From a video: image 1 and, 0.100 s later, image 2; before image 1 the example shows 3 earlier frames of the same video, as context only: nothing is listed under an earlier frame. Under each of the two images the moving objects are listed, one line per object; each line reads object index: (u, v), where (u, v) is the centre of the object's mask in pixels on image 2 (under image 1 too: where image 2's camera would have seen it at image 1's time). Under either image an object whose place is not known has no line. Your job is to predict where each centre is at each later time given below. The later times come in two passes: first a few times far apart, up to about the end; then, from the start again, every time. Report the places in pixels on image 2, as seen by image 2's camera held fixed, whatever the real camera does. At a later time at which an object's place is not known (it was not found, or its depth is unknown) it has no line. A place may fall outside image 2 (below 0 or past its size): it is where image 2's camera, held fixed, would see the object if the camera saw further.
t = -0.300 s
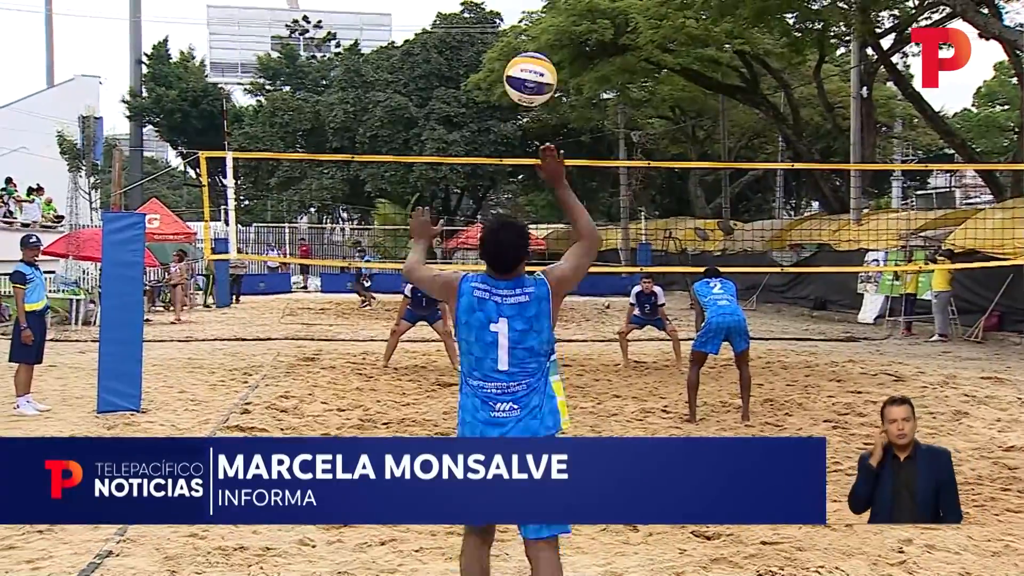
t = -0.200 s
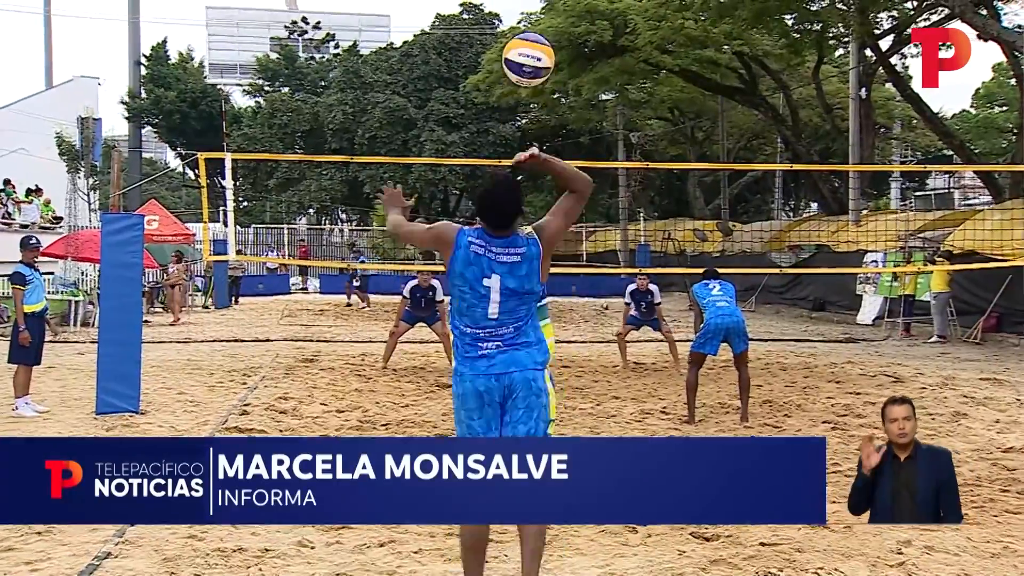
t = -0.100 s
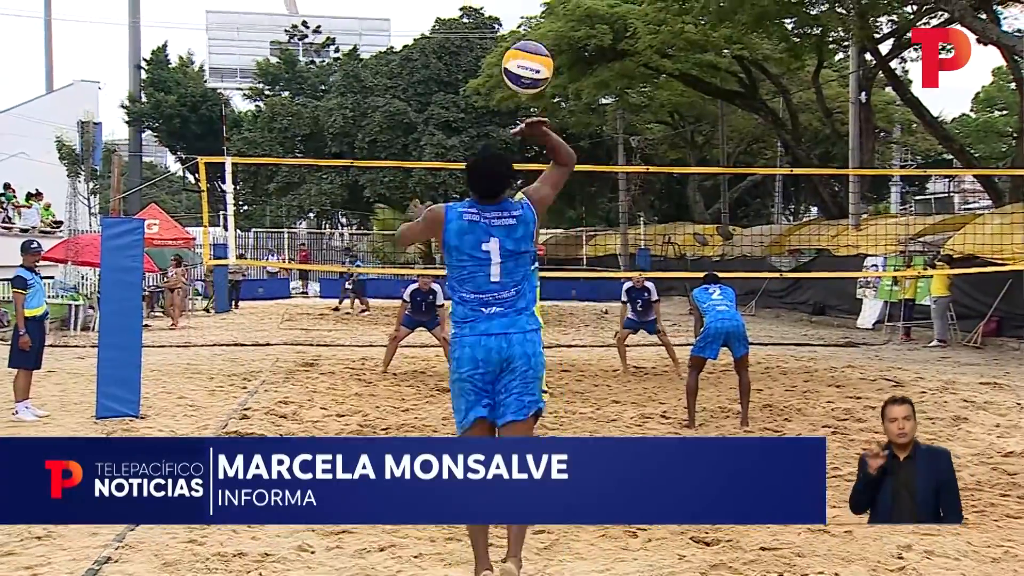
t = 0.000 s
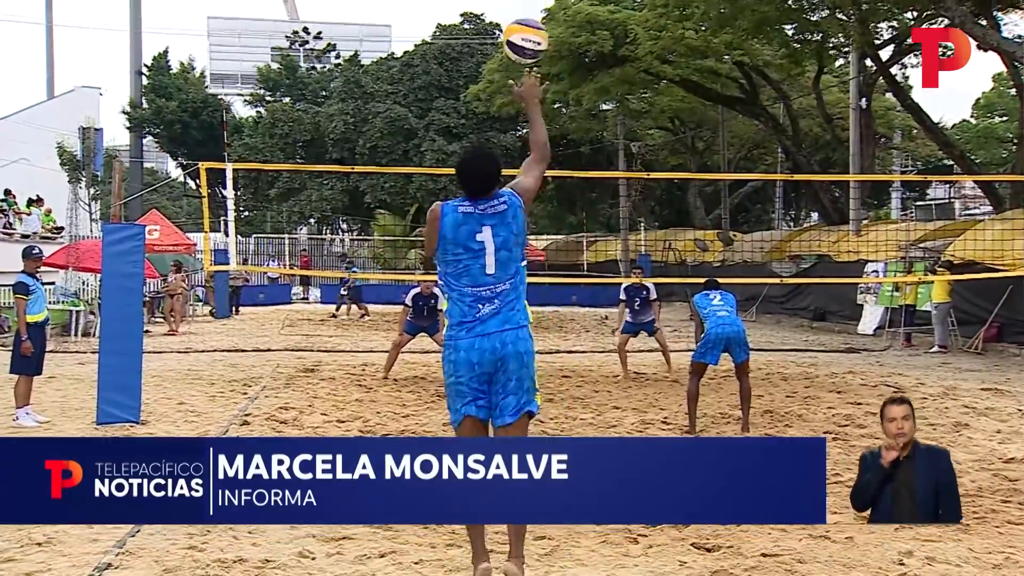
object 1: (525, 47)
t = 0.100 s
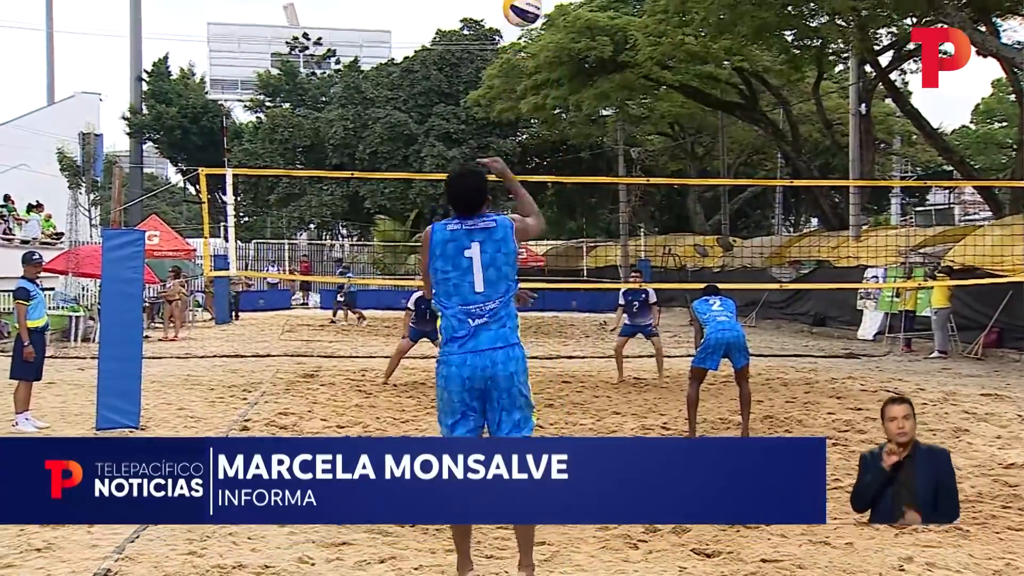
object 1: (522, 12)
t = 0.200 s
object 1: (521, 3)
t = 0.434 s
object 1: (516, 16)
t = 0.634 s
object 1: (506, 72)
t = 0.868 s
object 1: (492, 162)
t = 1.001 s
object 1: (484, 221)
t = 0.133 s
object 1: (521, 7)
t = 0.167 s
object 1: (521, 4)
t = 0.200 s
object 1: (521, 3)
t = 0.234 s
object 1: (520, 2)
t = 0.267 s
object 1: (520, 2)
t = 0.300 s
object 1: (519, 3)
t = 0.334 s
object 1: (519, 4)
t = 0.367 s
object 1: (518, 6)
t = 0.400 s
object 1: (517, 10)
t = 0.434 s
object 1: (516, 16)
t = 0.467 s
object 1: (515, 24)
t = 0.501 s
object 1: (513, 32)
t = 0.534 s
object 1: (511, 41)
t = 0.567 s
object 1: (508, 51)
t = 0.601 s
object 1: (508, 61)
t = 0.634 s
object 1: (506, 72)
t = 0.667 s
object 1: (504, 83)
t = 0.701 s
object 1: (502, 95)
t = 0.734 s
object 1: (500, 108)
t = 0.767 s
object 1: (498, 121)
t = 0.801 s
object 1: (496, 134)
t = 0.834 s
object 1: (494, 148)
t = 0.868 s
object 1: (492, 162)
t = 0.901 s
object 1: (489, 176)
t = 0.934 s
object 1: (487, 191)
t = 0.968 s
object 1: (486, 206)
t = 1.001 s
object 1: (484, 221)
